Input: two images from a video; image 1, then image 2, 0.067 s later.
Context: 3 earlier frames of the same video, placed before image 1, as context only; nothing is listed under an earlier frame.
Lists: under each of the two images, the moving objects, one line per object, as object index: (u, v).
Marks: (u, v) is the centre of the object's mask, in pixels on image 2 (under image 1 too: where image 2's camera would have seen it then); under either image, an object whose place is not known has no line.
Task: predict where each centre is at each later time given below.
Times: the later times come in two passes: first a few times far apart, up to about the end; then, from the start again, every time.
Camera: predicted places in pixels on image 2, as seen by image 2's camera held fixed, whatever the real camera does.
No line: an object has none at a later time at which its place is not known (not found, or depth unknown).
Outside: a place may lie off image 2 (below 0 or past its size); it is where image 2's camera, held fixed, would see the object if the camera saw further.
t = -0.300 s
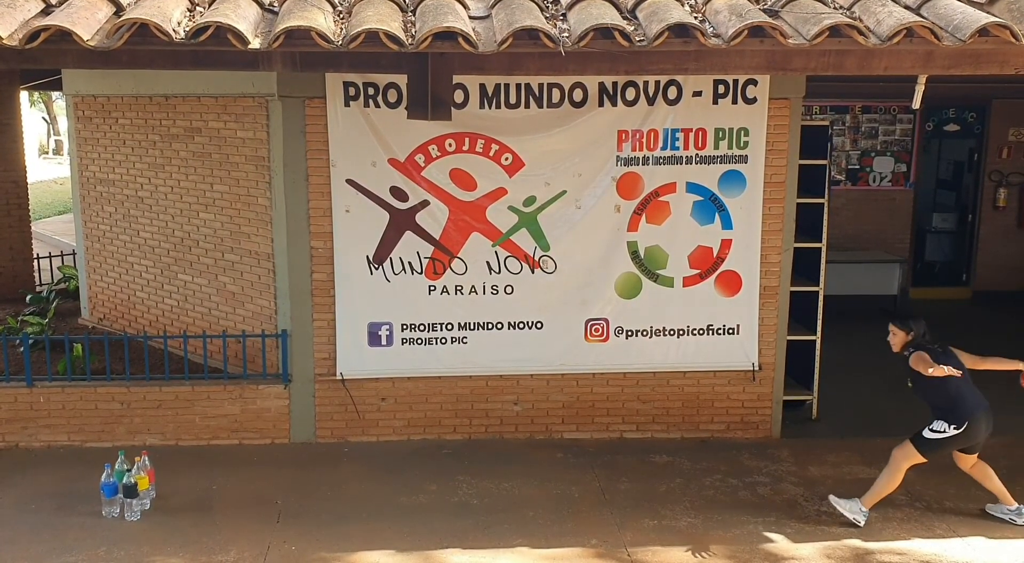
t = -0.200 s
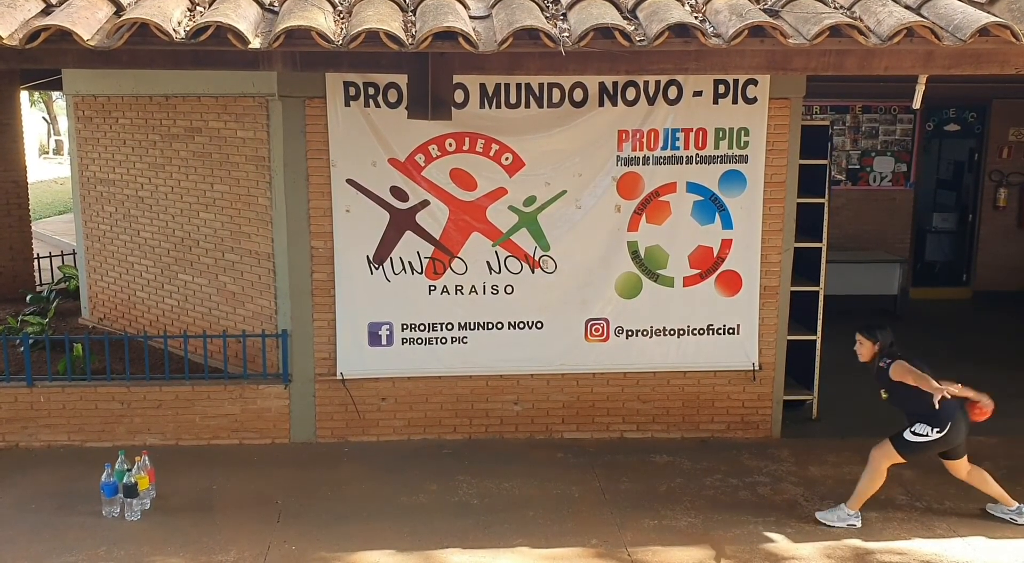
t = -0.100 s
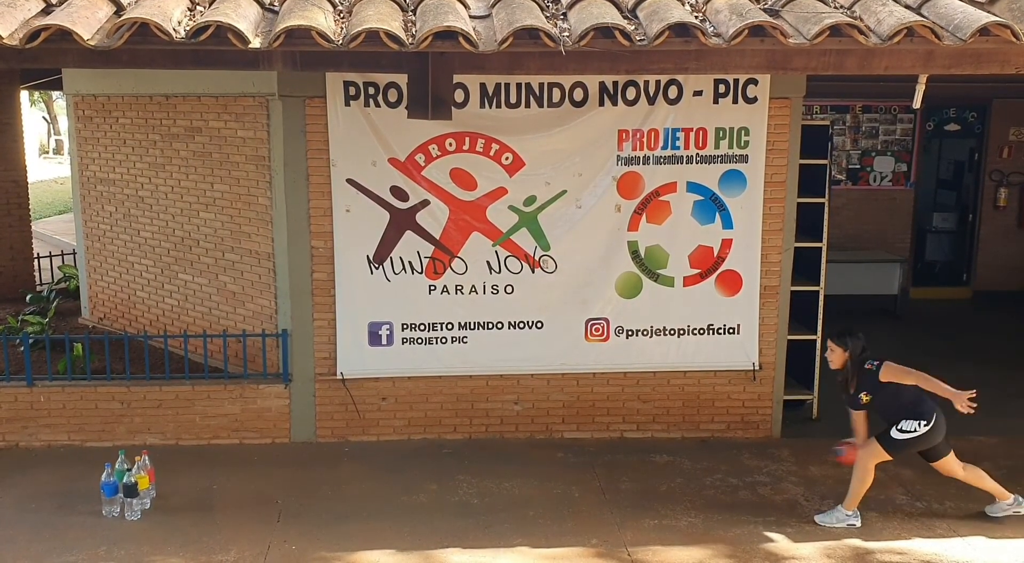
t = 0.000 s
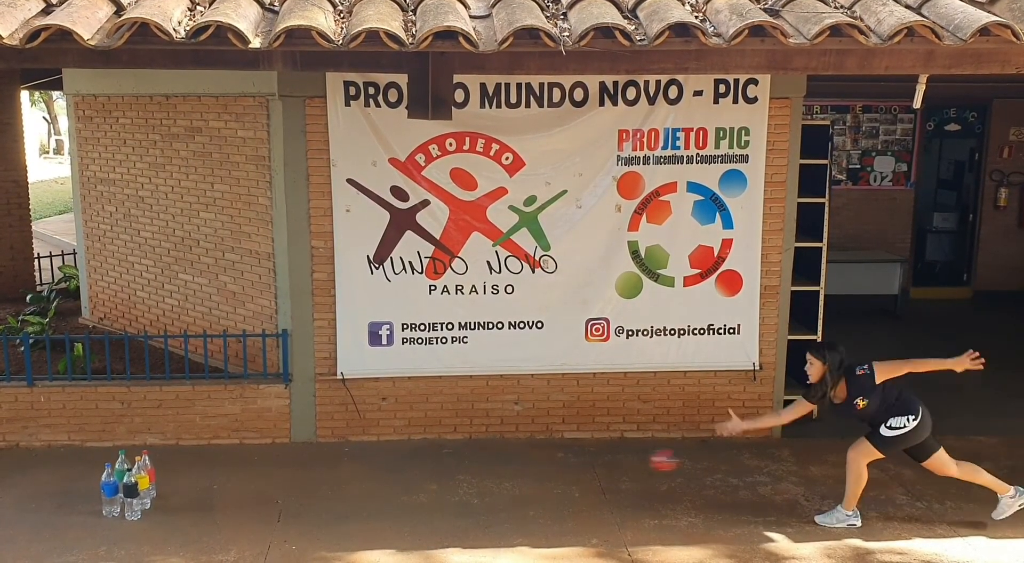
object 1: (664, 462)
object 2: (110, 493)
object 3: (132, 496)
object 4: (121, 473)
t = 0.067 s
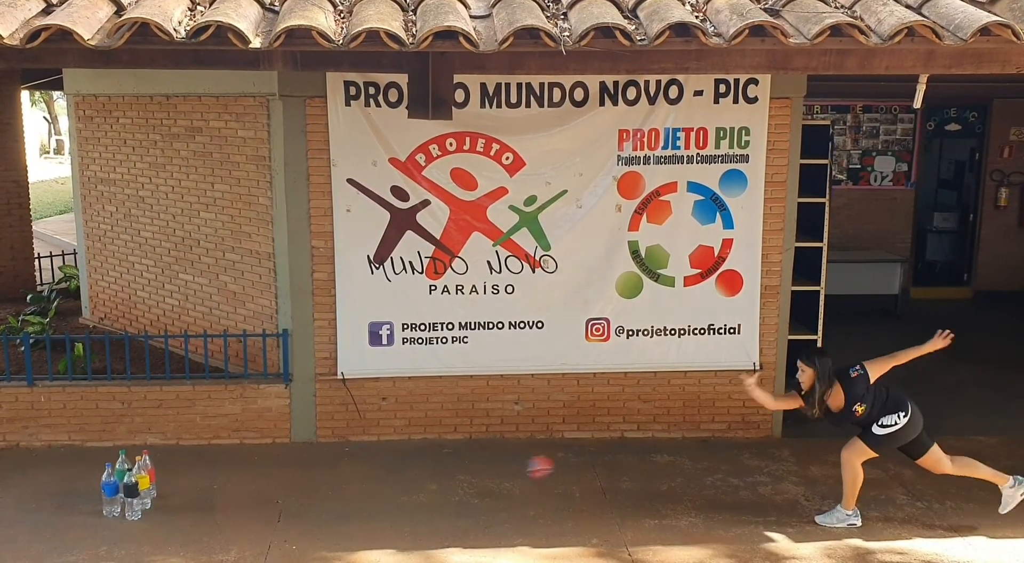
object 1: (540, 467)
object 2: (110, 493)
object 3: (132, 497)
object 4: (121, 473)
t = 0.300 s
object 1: (133, 489)
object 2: (108, 493)
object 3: (125, 501)
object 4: (123, 469)
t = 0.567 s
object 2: (37, 483)
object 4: (106, 471)
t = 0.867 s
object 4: (113, 459)
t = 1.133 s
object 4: (123, 453)
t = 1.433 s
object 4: (134, 446)
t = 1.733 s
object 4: (134, 444)
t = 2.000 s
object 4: (134, 445)
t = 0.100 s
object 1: (477, 474)
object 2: (110, 493)
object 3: (132, 497)
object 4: (121, 473)
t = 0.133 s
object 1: (414, 483)
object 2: (110, 493)
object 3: (132, 496)
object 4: (121, 473)
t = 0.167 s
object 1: (350, 494)
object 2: (110, 493)
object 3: (132, 497)
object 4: (121, 473)
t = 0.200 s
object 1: (292, 497)
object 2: (110, 493)
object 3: (132, 497)
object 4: (121, 473)
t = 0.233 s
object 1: (240, 493)
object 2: (110, 493)
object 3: (132, 497)
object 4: (121, 473)
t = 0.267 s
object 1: (187, 490)
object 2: (110, 493)
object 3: (132, 496)
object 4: (121, 473)
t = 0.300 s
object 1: (133, 489)
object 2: (108, 493)
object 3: (125, 501)
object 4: (123, 469)
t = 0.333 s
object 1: (106, 475)
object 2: (89, 484)
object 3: (95, 510)
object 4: (121, 477)
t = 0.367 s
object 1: (78, 465)
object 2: (95, 501)
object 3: (79, 497)
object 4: (118, 473)
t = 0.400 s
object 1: (49, 457)
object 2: (82, 495)
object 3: (62, 487)
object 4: (115, 472)
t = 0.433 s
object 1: (21, 451)
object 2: (72, 488)
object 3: (46, 477)
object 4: (112, 471)
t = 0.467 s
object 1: (2, 446)
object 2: (62, 484)
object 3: (28, 468)
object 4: (109, 472)
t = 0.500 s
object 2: (54, 482)
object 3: (11, 461)
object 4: (107, 476)
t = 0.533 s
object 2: (46, 481)
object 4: (106, 477)
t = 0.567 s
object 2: (37, 483)
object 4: (106, 471)
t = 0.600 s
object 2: (29, 485)
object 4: (106, 468)
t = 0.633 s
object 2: (21, 490)
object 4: (107, 466)
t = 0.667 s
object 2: (13, 496)
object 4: (106, 464)
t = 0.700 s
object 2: (7, 501)
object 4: (106, 464)
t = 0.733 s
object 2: (3, 503)
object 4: (108, 464)
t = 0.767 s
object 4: (108, 465)
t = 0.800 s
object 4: (108, 466)
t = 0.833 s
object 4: (111, 462)
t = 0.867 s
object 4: (113, 459)
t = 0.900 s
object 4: (115, 458)
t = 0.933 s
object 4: (116, 458)
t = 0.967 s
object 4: (118, 458)
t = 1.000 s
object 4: (120, 456)
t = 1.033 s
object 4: (120, 456)
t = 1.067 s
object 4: (120, 456)
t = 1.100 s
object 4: (121, 455)
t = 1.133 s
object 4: (123, 453)
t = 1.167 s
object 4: (125, 452)
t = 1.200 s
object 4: (125, 452)
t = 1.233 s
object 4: (127, 451)
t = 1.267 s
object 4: (129, 450)
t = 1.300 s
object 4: (130, 450)
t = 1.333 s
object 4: (131, 448)
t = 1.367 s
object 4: (132, 448)
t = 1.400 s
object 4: (133, 447)
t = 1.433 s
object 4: (134, 446)
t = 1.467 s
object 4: (134, 445)
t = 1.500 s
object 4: (134, 444)
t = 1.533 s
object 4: (134, 443)
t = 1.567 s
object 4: (135, 443)
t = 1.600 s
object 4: (134, 442)
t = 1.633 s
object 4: (133, 442)
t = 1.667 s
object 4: (133, 443)
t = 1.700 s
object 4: (134, 444)
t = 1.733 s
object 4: (134, 444)
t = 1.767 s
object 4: (134, 444)
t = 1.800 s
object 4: (135, 444)
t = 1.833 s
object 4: (134, 444)
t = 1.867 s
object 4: (134, 445)
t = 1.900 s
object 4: (134, 445)
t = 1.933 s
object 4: (134, 445)
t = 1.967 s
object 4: (134, 445)
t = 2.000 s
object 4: (134, 445)
